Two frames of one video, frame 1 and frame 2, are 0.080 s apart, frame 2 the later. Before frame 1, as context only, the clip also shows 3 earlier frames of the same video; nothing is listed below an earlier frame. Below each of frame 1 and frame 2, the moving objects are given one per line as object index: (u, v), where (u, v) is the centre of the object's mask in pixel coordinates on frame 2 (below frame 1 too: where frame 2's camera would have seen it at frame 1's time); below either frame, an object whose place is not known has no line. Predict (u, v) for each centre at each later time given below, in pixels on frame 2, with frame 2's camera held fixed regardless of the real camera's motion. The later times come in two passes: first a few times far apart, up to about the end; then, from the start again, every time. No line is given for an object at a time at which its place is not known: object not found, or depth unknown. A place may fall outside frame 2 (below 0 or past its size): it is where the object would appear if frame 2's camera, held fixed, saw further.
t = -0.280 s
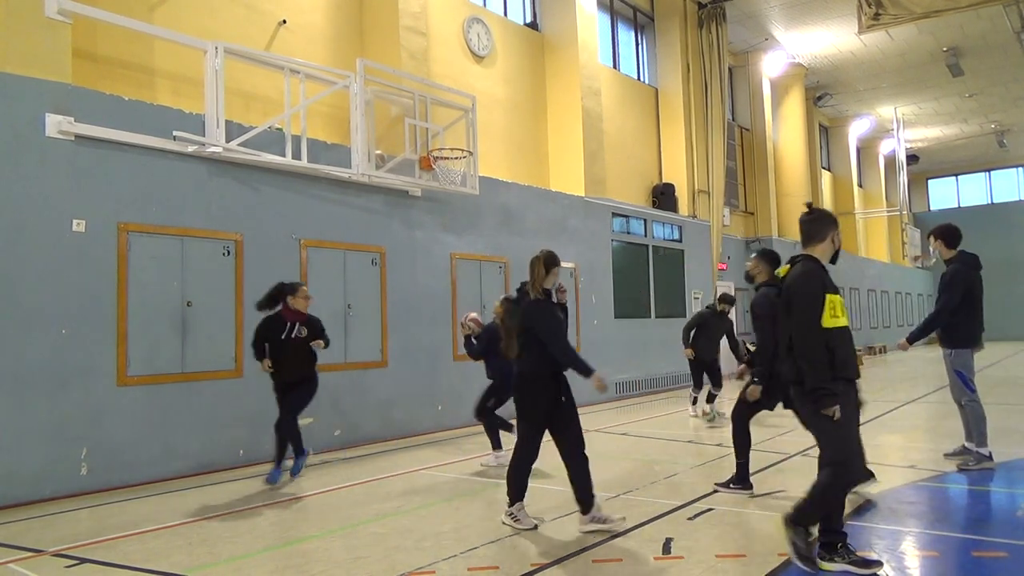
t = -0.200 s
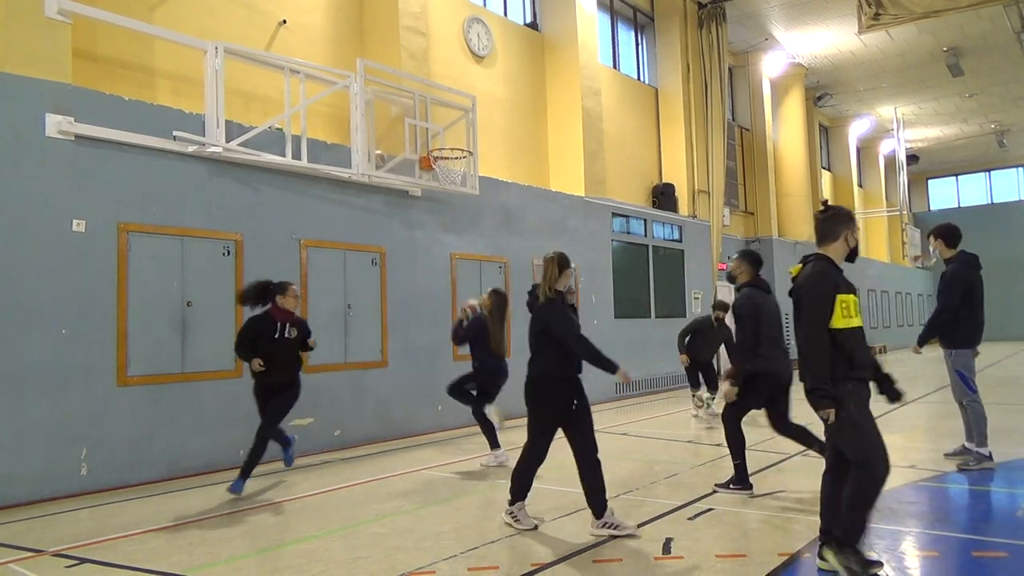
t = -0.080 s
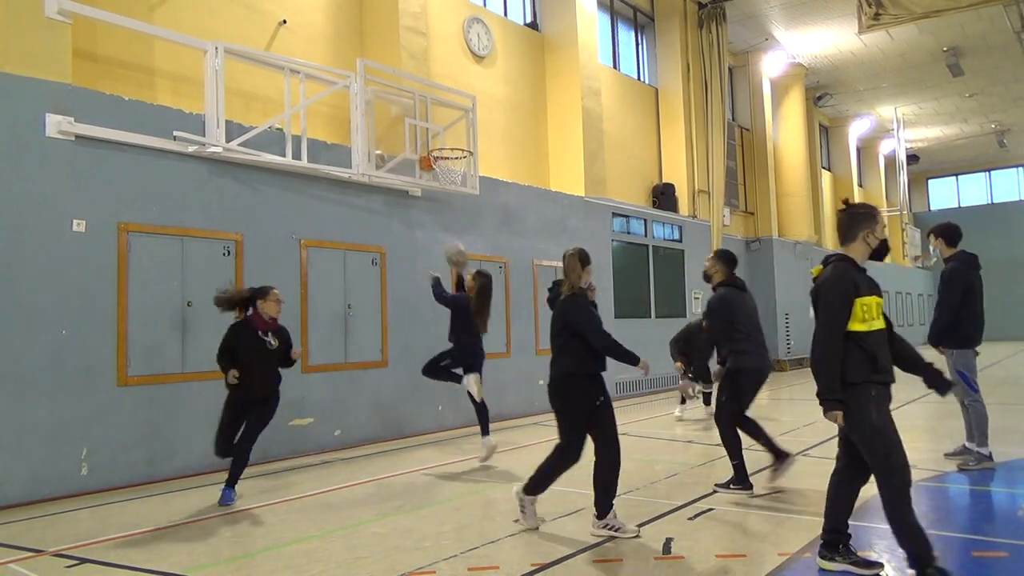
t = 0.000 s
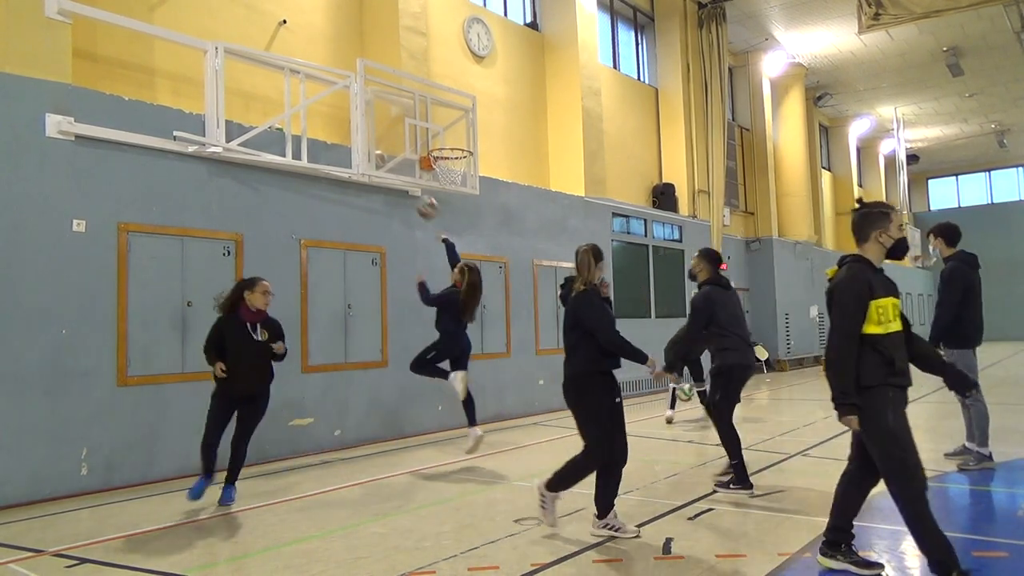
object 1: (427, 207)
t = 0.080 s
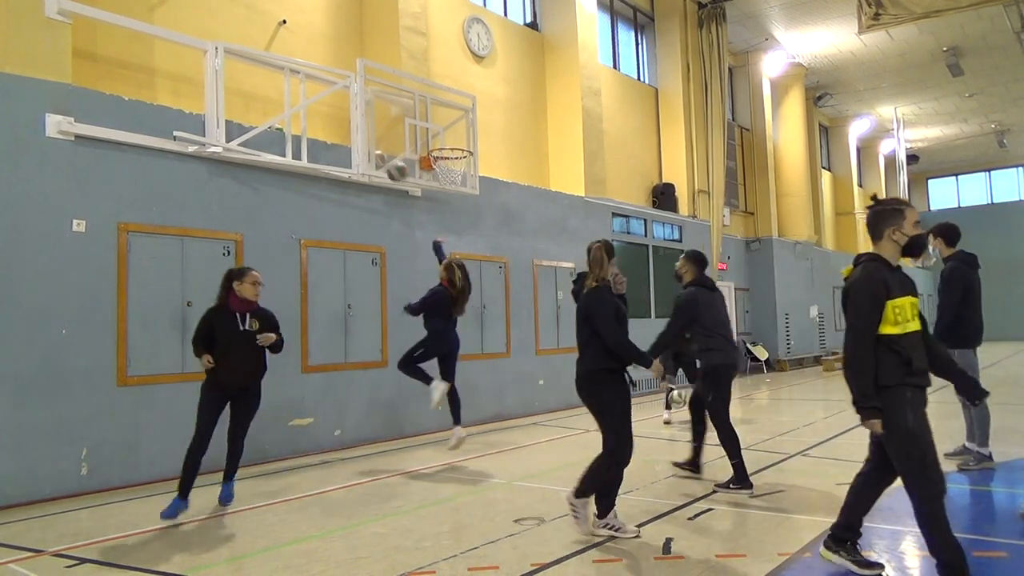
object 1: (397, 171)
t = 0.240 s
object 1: (350, 123)
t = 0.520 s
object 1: (287, 94)
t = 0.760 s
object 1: (218, 139)
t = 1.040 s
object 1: (108, 319)
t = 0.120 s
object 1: (382, 157)
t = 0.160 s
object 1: (369, 144)
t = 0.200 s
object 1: (358, 134)
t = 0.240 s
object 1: (350, 123)
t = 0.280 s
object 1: (342, 115)
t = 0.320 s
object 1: (334, 108)
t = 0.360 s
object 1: (325, 102)
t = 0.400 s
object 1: (316, 98)
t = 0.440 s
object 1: (307, 94)
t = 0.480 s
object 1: (298, 93)
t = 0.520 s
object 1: (287, 94)
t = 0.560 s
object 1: (277, 96)
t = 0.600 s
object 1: (267, 100)
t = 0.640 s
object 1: (255, 106)
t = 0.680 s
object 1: (244, 114)
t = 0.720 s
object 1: (230, 126)
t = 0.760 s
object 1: (218, 139)
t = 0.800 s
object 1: (204, 154)
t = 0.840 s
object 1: (190, 173)
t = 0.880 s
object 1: (176, 196)
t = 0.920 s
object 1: (161, 219)
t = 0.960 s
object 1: (144, 249)
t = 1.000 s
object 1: (127, 281)
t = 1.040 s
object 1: (108, 319)
